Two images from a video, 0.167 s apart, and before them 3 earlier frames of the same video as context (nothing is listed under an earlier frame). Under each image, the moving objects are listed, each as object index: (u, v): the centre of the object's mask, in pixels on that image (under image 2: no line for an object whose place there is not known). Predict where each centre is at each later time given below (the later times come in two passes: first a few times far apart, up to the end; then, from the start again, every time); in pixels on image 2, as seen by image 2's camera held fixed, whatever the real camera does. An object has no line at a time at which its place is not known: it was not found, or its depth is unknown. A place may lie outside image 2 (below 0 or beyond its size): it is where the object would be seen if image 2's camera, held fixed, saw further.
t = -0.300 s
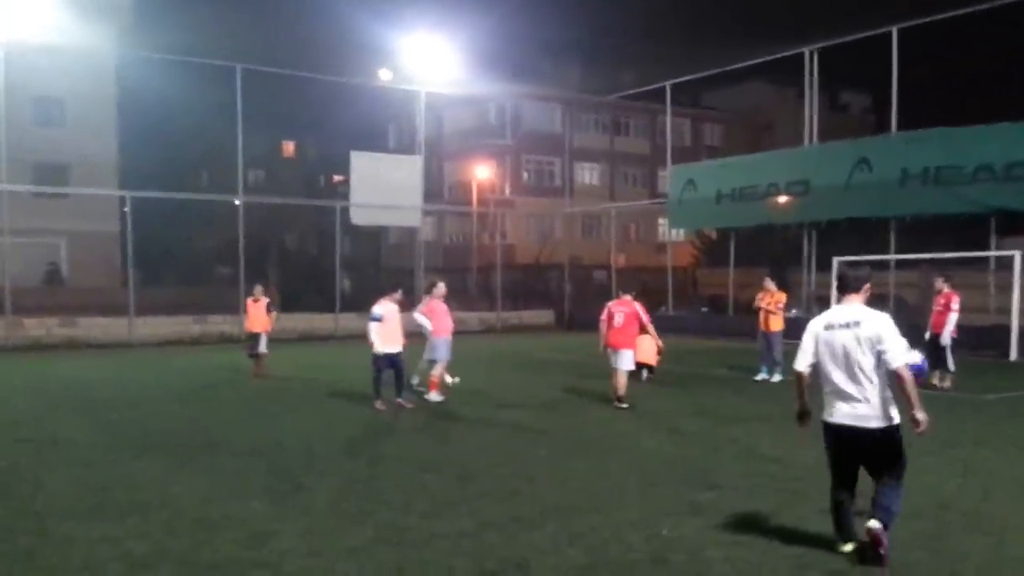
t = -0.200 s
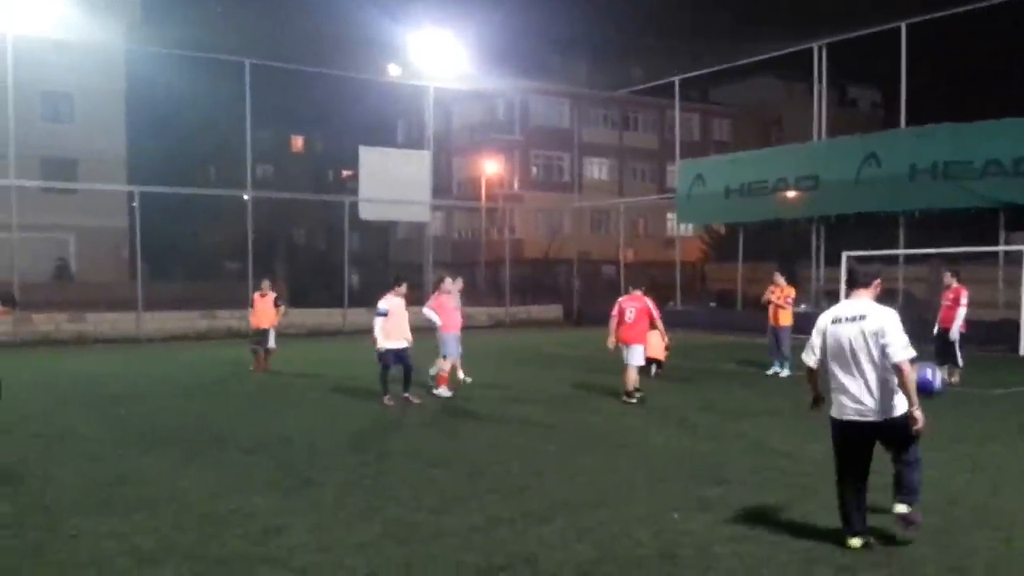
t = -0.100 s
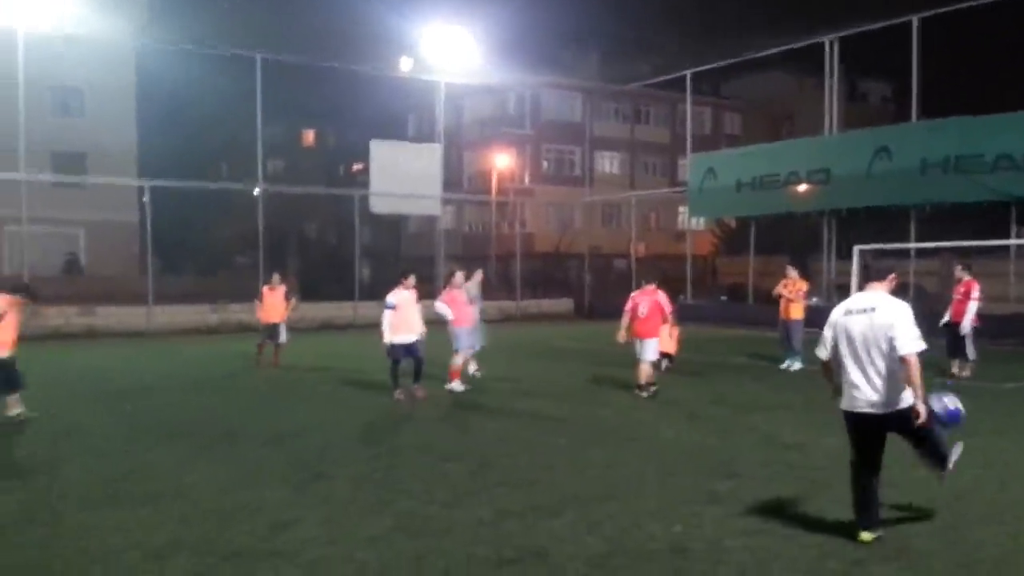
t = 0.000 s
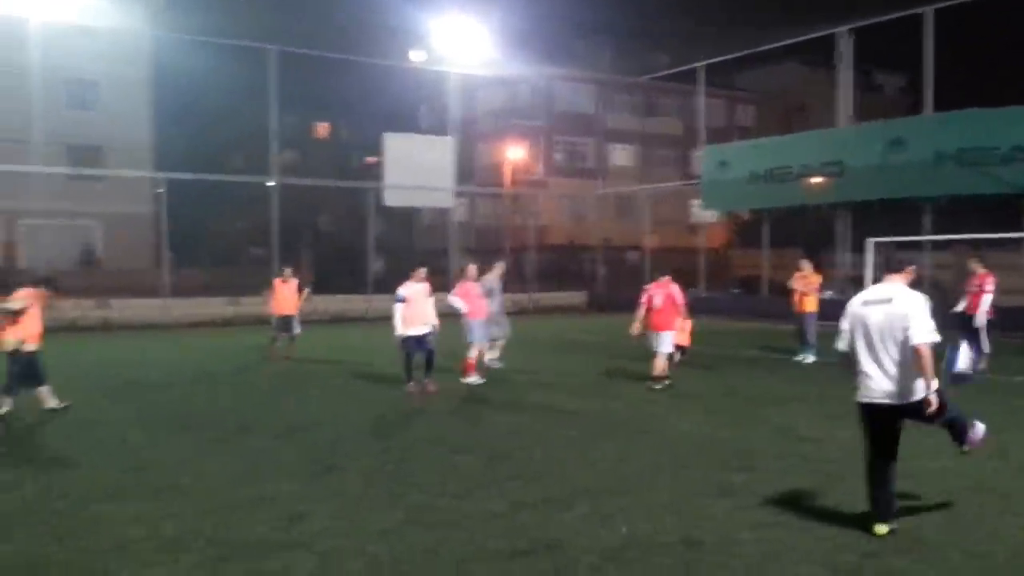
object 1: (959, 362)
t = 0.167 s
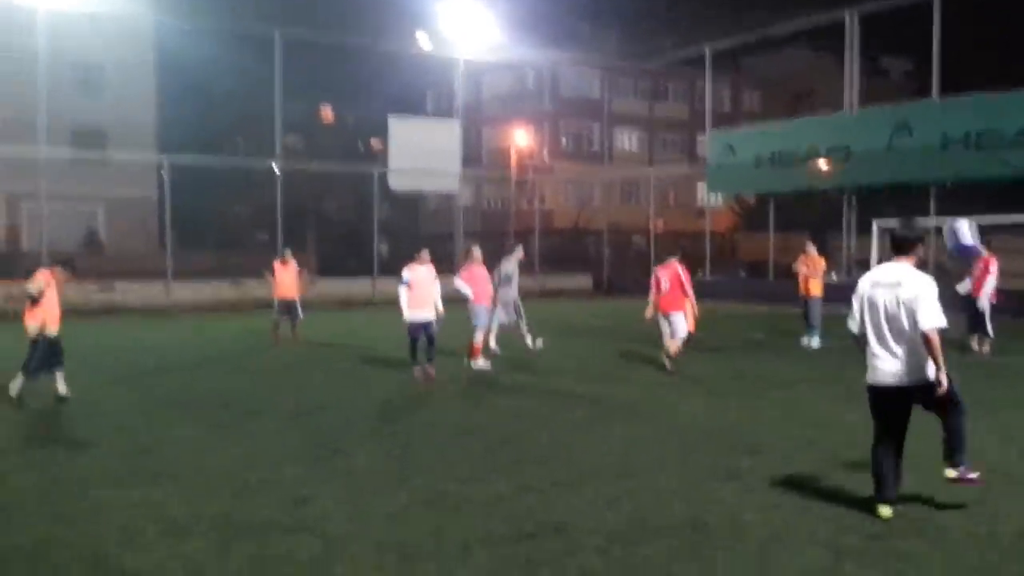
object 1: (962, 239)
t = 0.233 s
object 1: (960, 206)
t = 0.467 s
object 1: (954, 142)
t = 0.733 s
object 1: (936, 178)
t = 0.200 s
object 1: (961, 221)
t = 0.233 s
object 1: (960, 206)
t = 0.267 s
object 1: (960, 190)
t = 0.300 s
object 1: (957, 178)
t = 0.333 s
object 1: (956, 166)
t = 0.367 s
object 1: (957, 159)
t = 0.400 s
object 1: (956, 154)
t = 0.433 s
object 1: (955, 150)
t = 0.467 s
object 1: (954, 142)
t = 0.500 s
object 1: (954, 144)
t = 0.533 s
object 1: (949, 145)
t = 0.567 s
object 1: (942, 146)
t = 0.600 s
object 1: (941, 151)
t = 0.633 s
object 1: (939, 156)
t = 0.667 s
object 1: (938, 163)
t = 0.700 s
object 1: (936, 168)
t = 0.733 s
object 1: (936, 178)
